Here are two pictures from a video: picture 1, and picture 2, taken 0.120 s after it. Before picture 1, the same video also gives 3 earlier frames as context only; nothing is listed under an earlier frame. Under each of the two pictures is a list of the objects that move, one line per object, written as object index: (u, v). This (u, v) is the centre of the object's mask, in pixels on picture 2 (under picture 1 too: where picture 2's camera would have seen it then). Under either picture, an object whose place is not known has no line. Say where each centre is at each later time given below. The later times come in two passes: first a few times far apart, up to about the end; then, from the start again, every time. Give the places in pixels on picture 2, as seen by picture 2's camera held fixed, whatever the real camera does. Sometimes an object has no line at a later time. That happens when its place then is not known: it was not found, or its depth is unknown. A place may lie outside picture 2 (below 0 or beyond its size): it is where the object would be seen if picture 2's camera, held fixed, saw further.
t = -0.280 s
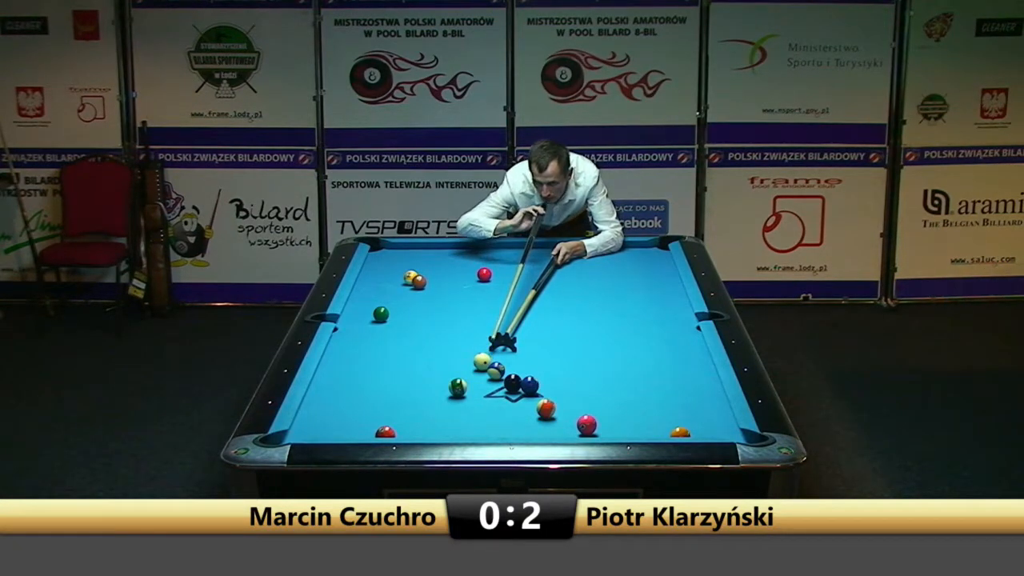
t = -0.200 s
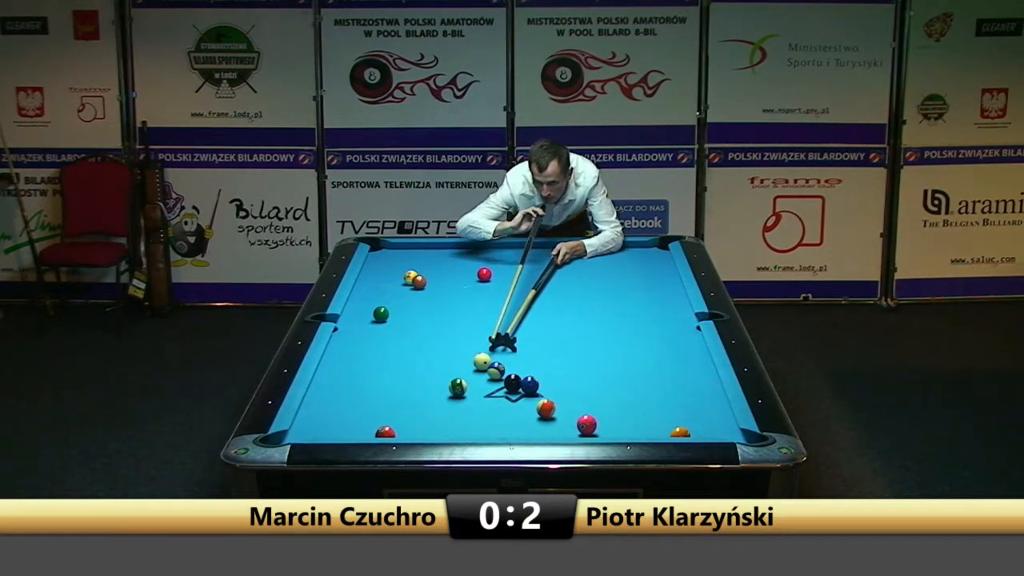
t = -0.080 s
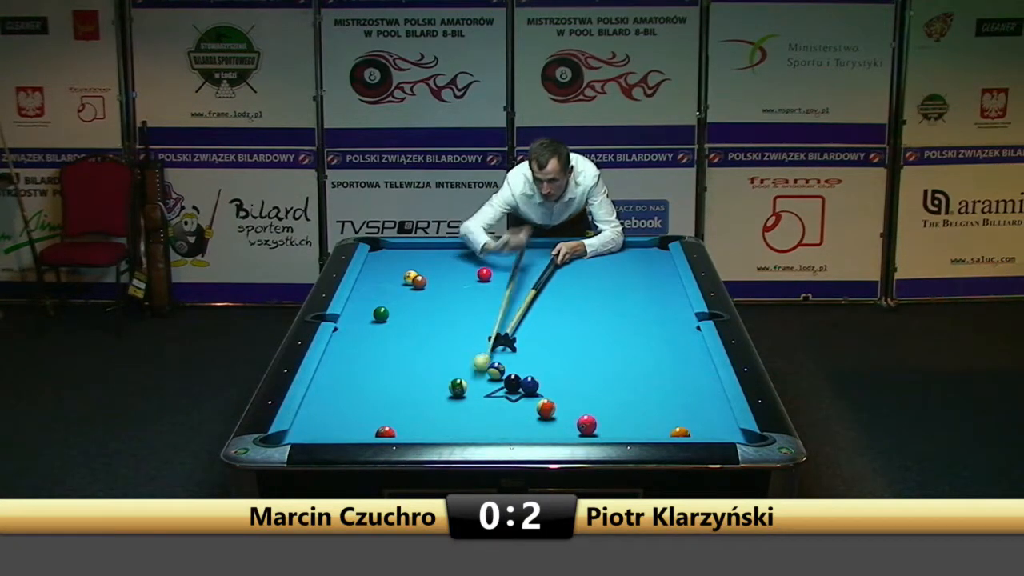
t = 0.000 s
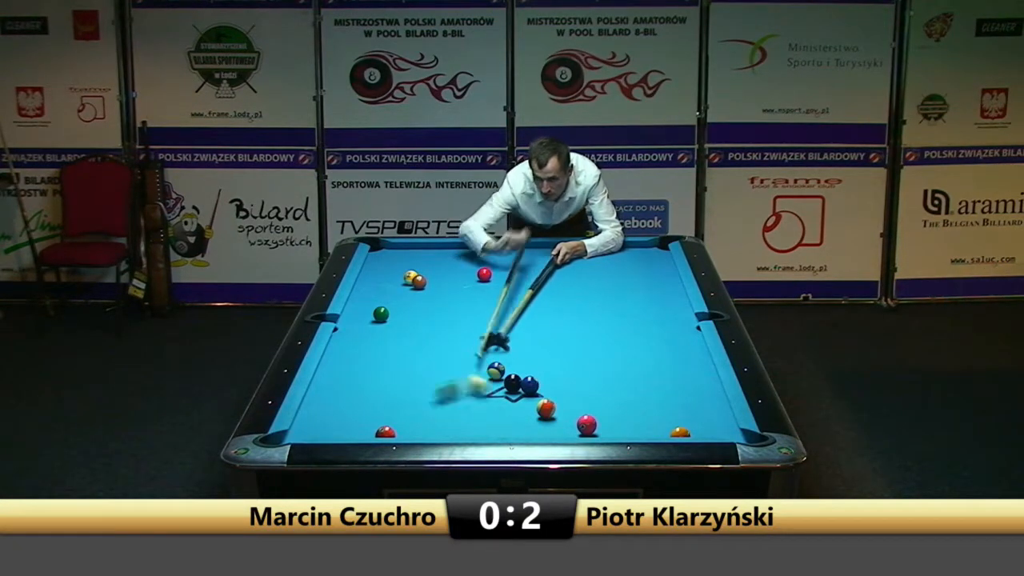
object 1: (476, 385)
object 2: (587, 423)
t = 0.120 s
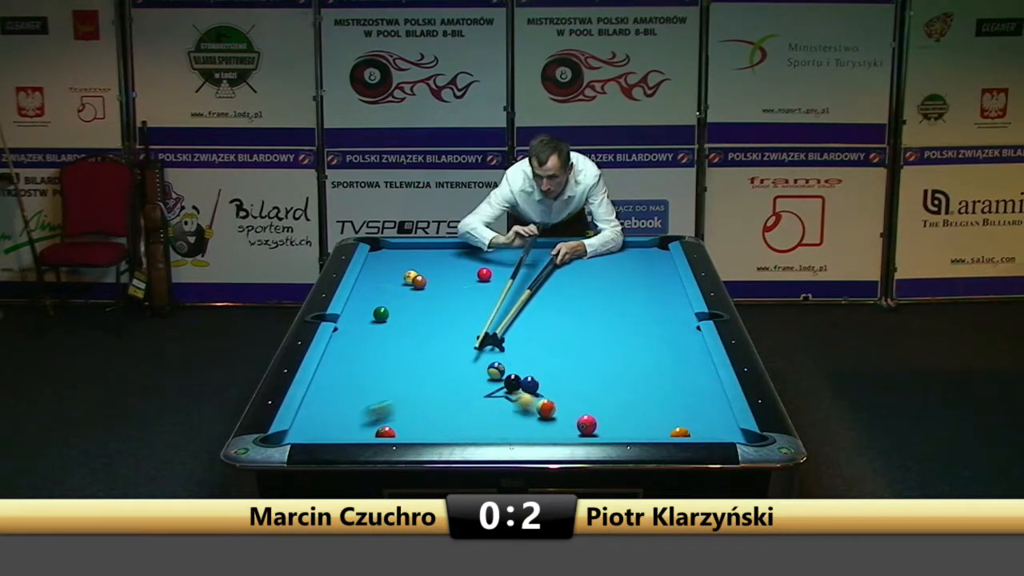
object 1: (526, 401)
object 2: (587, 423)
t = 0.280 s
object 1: (527, 411)
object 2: (591, 428)
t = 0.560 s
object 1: (535, 428)
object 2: (606, 428)
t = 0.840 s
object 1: (560, 430)
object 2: (616, 416)
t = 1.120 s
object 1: (593, 424)
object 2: (626, 406)
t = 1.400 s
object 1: (623, 417)
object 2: (635, 396)
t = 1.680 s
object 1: (627, 406)
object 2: (642, 389)
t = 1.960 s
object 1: (625, 395)
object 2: (649, 381)
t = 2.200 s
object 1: (625, 387)
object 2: (654, 375)
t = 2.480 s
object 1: (625, 379)
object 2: (659, 369)
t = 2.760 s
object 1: (625, 371)
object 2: (664, 364)
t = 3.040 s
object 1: (624, 365)
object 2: (667, 359)
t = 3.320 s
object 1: (624, 358)
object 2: (670, 355)
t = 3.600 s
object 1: (623, 353)
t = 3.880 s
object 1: (623, 349)
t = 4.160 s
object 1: (621, 345)
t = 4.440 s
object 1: (620, 341)
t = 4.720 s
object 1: (619, 338)
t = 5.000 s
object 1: (617, 335)
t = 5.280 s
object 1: (616, 333)
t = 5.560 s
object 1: (614, 331)
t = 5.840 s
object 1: (614, 330)
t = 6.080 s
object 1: (614, 330)
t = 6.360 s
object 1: (614, 330)
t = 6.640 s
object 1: (614, 330)
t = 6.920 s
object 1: (614, 330)
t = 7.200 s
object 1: (614, 330)
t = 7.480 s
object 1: (614, 330)
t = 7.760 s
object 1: (614, 330)
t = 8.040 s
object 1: (614, 330)
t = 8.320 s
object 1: (614, 330)
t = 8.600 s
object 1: (614, 330)
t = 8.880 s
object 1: (614, 330)
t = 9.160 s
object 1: (614, 330)
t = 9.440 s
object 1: (614, 330)
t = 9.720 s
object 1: (614, 330)
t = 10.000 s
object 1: (614, 330)
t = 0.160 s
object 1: (529, 405)
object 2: (587, 423)
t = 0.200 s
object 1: (527, 407)
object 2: (586, 423)
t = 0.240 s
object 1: (527, 409)
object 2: (588, 424)
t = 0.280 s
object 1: (527, 411)
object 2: (591, 428)
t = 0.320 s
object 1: (527, 414)
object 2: (595, 430)
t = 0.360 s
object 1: (529, 417)
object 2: (597, 433)
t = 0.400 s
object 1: (530, 420)
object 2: (599, 432)
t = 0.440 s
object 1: (532, 422)
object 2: (600, 431)
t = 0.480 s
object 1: (533, 425)
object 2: (602, 430)
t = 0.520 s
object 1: (534, 427)
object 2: (604, 429)
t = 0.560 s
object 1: (535, 428)
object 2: (606, 428)
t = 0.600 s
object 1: (537, 430)
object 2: (607, 426)
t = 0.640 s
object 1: (538, 432)
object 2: (609, 424)
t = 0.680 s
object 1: (542, 433)
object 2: (610, 423)
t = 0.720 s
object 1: (546, 432)
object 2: (612, 421)
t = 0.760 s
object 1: (551, 431)
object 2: (613, 419)
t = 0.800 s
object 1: (556, 430)
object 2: (615, 418)
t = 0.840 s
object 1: (560, 430)
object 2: (616, 416)
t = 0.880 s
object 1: (565, 429)
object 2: (618, 415)
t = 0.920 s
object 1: (570, 428)
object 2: (619, 413)
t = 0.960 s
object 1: (575, 428)
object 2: (621, 412)
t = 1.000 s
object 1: (579, 427)
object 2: (622, 410)
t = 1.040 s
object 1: (584, 426)
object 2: (623, 409)
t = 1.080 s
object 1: (589, 425)
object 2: (625, 408)
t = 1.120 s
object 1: (593, 424)
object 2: (626, 406)
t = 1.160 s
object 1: (598, 423)
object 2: (628, 405)
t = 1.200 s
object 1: (602, 421)
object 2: (629, 403)
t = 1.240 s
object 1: (606, 421)
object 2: (630, 402)
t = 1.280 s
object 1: (611, 419)
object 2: (631, 401)
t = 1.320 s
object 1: (615, 419)
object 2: (632, 399)
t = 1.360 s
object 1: (619, 418)
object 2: (634, 398)
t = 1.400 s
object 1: (623, 417)
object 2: (635, 396)
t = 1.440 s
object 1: (627, 416)
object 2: (636, 395)
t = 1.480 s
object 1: (628, 414)
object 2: (637, 394)
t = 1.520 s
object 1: (627, 412)
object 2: (638, 393)
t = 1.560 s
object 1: (627, 411)
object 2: (639, 392)
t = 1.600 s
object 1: (627, 409)
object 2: (640, 391)
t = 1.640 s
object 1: (627, 407)
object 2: (642, 390)
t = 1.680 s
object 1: (627, 406)
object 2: (642, 389)
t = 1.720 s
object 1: (626, 404)
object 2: (644, 387)
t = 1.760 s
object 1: (626, 402)
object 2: (645, 386)
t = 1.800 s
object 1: (626, 401)
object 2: (646, 385)
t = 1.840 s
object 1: (626, 400)
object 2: (647, 384)
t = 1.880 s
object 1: (625, 398)
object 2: (648, 383)
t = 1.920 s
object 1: (625, 397)
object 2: (649, 382)
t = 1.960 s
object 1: (625, 395)
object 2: (649, 381)
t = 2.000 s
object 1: (625, 394)
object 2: (650, 380)
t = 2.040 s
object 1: (625, 393)
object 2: (651, 379)
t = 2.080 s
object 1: (625, 391)
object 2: (652, 378)
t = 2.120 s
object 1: (625, 390)
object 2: (653, 377)
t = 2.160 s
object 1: (625, 389)
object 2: (653, 376)
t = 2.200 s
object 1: (625, 387)
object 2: (654, 375)
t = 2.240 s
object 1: (625, 386)
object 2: (655, 374)
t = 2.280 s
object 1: (625, 385)
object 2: (656, 374)
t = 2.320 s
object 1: (625, 384)
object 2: (656, 373)
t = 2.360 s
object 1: (625, 382)
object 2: (657, 372)
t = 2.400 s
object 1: (625, 381)
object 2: (658, 371)
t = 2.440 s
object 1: (625, 380)
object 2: (659, 370)
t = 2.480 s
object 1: (625, 379)
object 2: (659, 369)
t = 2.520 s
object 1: (625, 378)
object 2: (660, 368)
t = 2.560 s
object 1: (625, 377)
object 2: (661, 367)
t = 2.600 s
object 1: (625, 375)
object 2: (661, 367)
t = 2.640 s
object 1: (625, 374)
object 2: (662, 366)
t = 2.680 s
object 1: (625, 373)
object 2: (663, 365)
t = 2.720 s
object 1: (625, 372)
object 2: (663, 365)
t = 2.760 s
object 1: (625, 371)
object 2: (664, 364)
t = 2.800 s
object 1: (625, 370)
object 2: (664, 363)
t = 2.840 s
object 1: (625, 369)
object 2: (665, 363)
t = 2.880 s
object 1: (624, 368)
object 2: (666, 362)
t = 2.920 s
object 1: (625, 367)
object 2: (666, 361)
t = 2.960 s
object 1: (624, 366)
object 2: (667, 360)
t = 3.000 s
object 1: (624, 365)
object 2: (667, 360)
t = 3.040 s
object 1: (624, 365)
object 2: (667, 359)
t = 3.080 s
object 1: (624, 364)
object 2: (668, 359)
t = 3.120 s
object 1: (624, 363)
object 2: (668, 358)
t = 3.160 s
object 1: (624, 362)
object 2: (669, 357)
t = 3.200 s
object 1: (624, 361)
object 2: (669, 357)
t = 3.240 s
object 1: (624, 360)
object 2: (670, 356)
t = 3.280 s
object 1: (624, 359)
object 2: (670, 356)
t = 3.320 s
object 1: (624, 358)
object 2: (670, 355)
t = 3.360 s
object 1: (624, 358)
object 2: (671, 355)
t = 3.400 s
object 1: (623, 357)
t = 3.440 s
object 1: (624, 356)
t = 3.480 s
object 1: (623, 355)
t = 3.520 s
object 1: (623, 355)
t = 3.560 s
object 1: (623, 354)
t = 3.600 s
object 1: (623, 353)
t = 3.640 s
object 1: (623, 353)
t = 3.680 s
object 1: (623, 352)
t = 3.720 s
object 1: (623, 351)
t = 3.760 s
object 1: (623, 351)
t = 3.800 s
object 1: (623, 350)
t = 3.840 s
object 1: (623, 349)
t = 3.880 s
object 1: (623, 349)
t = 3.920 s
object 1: (622, 348)
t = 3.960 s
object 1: (622, 347)
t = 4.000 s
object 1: (622, 347)
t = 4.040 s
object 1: (622, 346)
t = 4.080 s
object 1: (622, 346)
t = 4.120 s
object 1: (622, 345)
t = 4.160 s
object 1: (621, 345)
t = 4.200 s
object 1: (621, 344)
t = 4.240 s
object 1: (621, 344)
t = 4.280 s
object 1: (621, 343)
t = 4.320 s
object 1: (621, 342)
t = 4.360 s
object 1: (621, 342)
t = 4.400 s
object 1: (621, 341)
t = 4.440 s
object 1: (620, 341)
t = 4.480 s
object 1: (620, 340)
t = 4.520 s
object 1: (620, 340)
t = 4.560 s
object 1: (620, 340)
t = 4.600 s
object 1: (620, 339)
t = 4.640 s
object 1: (619, 339)
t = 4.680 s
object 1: (619, 338)
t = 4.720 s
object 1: (619, 338)
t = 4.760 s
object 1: (619, 337)
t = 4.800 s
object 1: (619, 337)
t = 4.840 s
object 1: (618, 337)
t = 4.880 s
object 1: (618, 336)
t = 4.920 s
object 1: (618, 336)
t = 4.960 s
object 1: (618, 335)
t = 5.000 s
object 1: (617, 335)
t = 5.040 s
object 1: (617, 335)
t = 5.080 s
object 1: (617, 335)
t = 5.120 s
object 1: (617, 334)
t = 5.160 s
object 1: (616, 334)
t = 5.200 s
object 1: (616, 334)
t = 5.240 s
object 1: (616, 333)
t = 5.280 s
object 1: (616, 333)
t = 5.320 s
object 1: (616, 333)
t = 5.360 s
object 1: (615, 333)
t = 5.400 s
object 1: (615, 332)
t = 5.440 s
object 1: (615, 332)
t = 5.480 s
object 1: (615, 332)
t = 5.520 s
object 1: (614, 332)
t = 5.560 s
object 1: (614, 331)
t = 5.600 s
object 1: (614, 331)
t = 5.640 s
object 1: (614, 331)
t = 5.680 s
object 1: (614, 331)
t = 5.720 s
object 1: (614, 331)
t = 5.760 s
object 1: (614, 331)
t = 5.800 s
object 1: (614, 331)
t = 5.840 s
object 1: (614, 330)
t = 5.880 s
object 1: (614, 330)
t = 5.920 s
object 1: (614, 330)
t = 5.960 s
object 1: (614, 330)
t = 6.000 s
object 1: (614, 330)
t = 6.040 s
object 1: (614, 330)
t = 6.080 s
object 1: (614, 330)
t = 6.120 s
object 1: (614, 330)
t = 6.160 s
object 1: (614, 330)
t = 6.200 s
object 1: (614, 330)
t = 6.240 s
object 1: (614, 330)
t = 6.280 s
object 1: (614, 330)
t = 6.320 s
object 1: (614, 330)
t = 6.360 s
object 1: (614, 330)
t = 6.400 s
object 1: (614, 330)
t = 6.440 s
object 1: (614, 330)
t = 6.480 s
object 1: (614, 330)
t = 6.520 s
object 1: (614, 330)
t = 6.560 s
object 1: (614, 330)
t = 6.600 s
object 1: (614, 330)
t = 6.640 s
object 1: (614, 330)
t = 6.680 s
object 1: (614, 330)
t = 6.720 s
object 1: (614, 330)
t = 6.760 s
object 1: (614, 330)
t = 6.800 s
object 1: (614, 330)
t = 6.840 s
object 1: (614, 330)
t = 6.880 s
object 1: (614, 330)
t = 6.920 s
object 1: (614, 330)
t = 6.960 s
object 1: (614, 330)
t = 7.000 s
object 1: (614, 330)
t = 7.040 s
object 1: (614, 330)
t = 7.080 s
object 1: (614, 330)
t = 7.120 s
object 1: (614, 330)
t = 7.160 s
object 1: (614, 330)
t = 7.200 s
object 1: (614, 330)
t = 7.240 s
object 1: (614, 330)
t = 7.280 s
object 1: (614, 330)
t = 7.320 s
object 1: (614, 330)
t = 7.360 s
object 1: (614, 330)
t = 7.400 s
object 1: (614, 330)
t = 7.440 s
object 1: (614, 330)
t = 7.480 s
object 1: (614, 330)
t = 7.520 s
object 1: (614, 330)
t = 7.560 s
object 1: (614, 330)
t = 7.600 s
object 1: (614, 330)
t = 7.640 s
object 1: (614, 330)
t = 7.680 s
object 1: (614, 330)
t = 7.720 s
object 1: (614, 330)
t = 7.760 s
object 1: (614, 330)
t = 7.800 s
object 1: (614, 330)
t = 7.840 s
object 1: (614, 330)
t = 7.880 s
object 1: (614, 330)
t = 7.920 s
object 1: (614, 330)
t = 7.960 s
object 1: (614, 330)
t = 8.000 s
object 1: (614, 330)
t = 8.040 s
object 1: (614, 330)
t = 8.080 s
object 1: (614, 330)
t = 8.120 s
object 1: (614, 330)
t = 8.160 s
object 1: (614, 330)
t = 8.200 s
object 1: (614, 330)
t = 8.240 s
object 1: (614, 330)
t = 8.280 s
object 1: (614, 330)
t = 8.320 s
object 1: (614, 330)
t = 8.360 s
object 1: (614, 330)
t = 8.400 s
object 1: (614, 330)
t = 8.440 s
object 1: (614, 330)
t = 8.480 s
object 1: (614, 330)
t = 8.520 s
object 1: (614, 330)
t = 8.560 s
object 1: (614, 330)
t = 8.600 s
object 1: (614, 330)
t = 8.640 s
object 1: (614, 330)
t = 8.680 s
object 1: (614, 330)
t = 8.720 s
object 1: (614, 330)
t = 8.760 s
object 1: (614, 330)
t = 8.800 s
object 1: (614, 330)
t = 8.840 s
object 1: (614, 330)
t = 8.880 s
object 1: (614, 330)
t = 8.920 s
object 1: (614, 330)
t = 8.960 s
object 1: (614, 330)
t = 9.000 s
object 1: (614, 330)
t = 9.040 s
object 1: (614, 330)
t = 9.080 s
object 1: (614, 330)
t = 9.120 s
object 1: (614, 330)
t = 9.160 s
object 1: (614, 330)
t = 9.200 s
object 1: (614, 330)
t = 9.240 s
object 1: (614, 330)
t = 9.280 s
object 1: (614, 330)
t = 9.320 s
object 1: (614, 330)
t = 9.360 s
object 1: (614, 330)
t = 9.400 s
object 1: (614, 330)
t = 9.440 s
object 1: (614, 330)
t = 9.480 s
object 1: (614, 330)
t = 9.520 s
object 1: (614, 330)
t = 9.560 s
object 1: (614, 330)
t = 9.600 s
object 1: (614, 330)
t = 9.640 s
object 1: (614, 330)
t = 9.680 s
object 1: (614, 330)
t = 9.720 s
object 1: (614, 330)
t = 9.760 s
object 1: (614, 330)
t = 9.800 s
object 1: (614, 330)
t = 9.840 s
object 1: (614, 330)
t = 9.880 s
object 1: (614, 330)
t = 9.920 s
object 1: (614, 330)
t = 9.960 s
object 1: (614, 330)
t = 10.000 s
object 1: (614, 330)
